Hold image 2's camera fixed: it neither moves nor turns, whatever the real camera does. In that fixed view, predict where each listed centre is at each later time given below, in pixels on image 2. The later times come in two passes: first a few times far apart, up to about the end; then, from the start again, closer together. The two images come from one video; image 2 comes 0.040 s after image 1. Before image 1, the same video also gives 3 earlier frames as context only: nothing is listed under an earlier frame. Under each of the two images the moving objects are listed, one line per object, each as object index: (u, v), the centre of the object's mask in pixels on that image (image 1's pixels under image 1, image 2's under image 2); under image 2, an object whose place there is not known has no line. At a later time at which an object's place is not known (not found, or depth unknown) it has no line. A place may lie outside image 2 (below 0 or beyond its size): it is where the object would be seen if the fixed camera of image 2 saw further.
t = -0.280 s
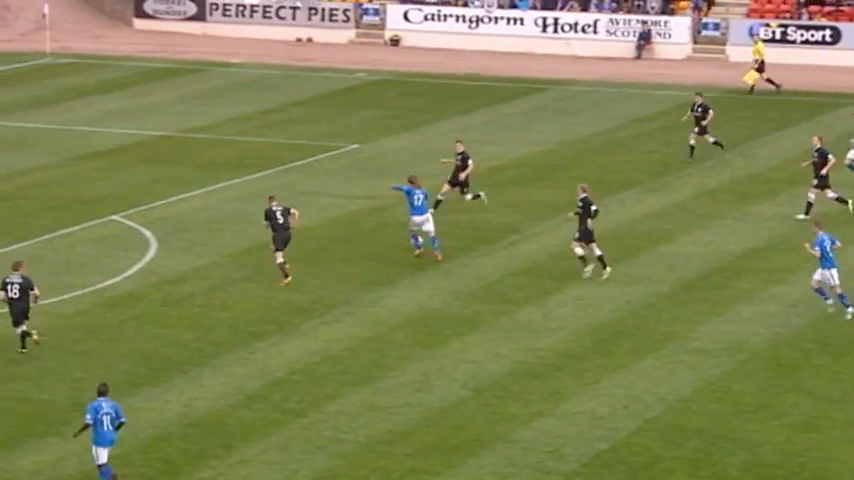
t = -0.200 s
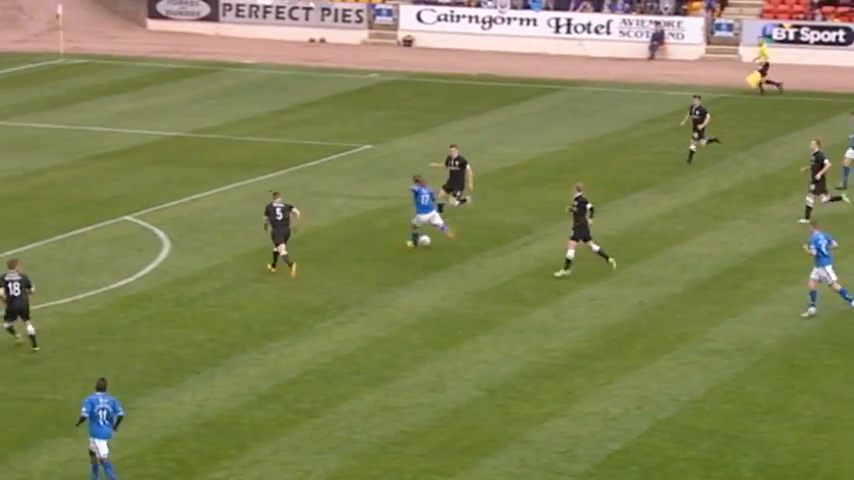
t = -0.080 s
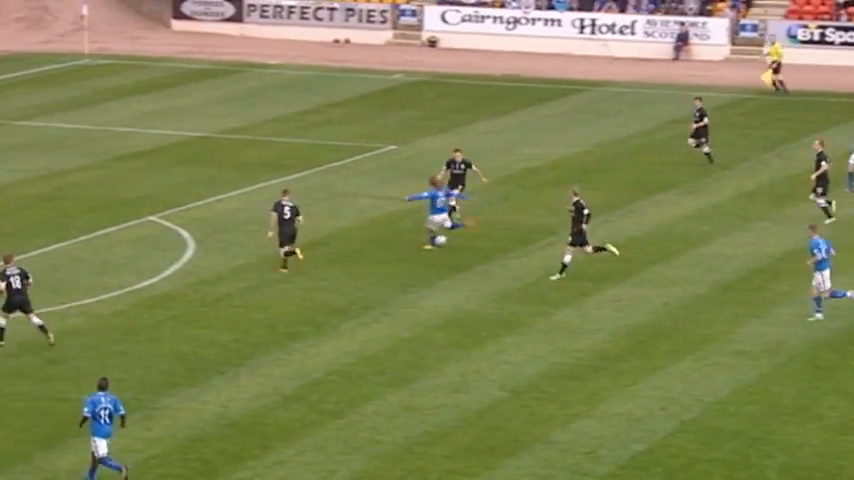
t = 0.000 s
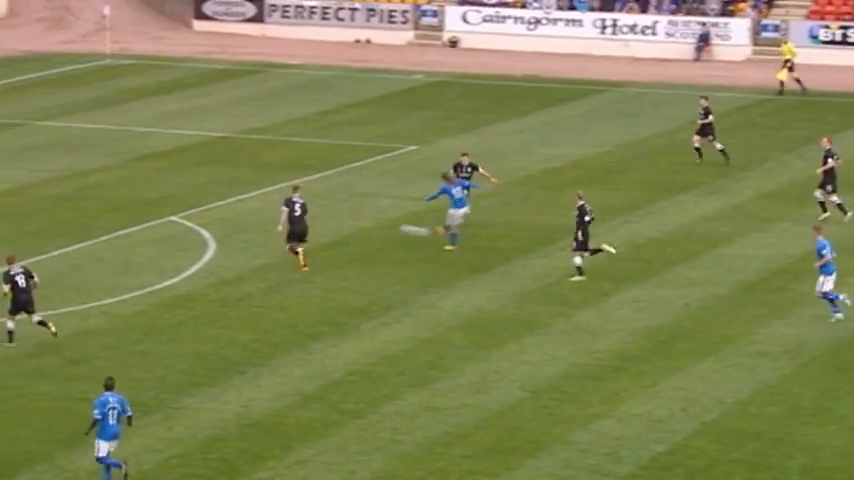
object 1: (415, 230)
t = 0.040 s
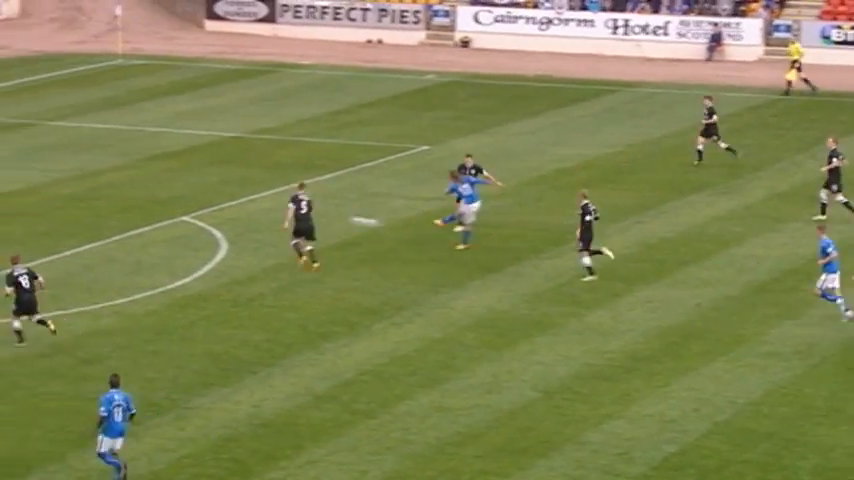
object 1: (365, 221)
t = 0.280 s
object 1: (10, 201)
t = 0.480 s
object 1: (-273, 222)
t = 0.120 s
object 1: (244, 209)
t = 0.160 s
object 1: (184, 205)
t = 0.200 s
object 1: (126, 202)
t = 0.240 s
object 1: (68, 201)
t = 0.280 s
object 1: (10, 201)
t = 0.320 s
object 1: (-47, 203)
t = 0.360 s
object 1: (-101, 204)
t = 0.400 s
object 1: (-157, 209)
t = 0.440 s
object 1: (-215, 215)
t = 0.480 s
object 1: (-273, 222)
